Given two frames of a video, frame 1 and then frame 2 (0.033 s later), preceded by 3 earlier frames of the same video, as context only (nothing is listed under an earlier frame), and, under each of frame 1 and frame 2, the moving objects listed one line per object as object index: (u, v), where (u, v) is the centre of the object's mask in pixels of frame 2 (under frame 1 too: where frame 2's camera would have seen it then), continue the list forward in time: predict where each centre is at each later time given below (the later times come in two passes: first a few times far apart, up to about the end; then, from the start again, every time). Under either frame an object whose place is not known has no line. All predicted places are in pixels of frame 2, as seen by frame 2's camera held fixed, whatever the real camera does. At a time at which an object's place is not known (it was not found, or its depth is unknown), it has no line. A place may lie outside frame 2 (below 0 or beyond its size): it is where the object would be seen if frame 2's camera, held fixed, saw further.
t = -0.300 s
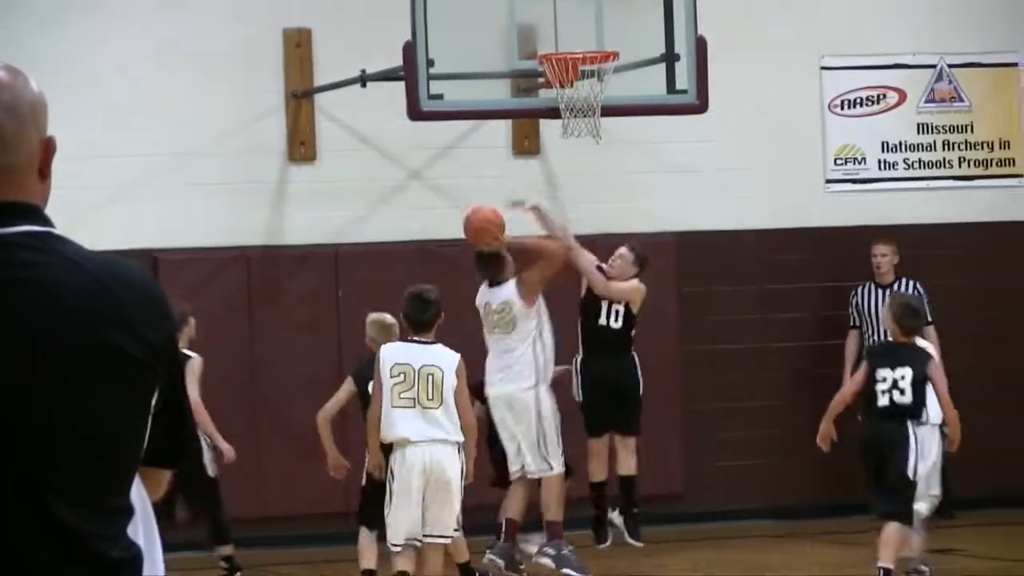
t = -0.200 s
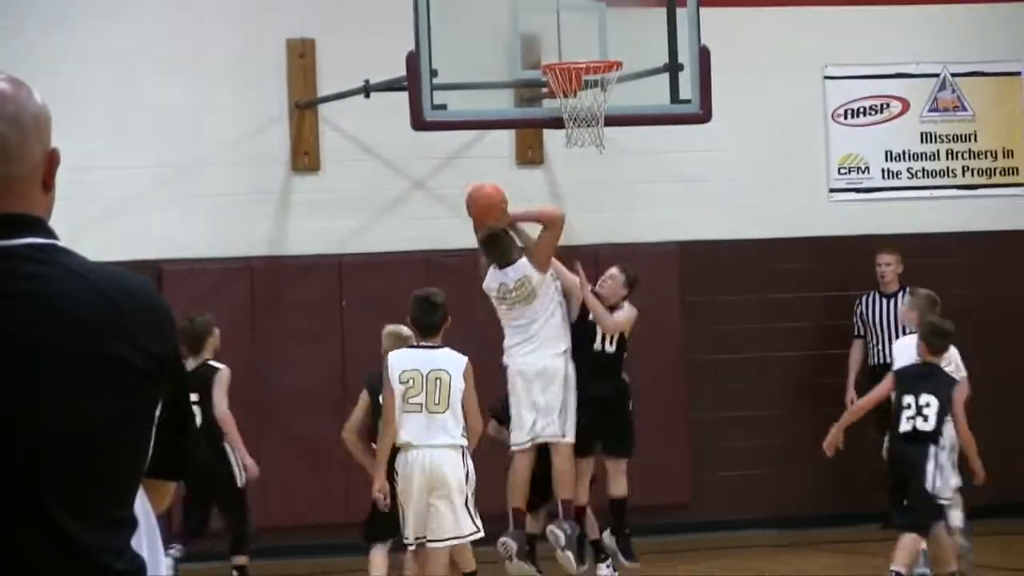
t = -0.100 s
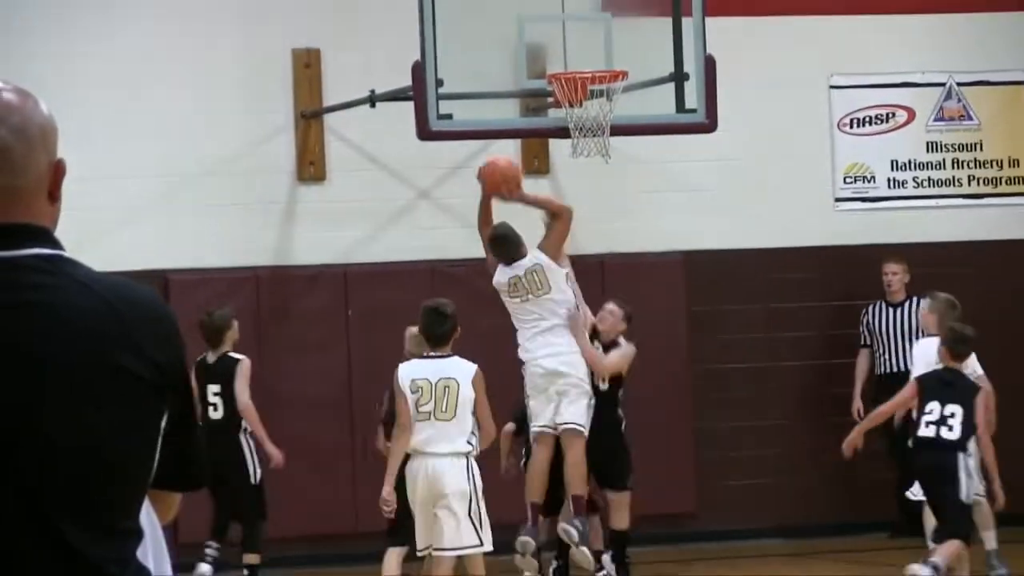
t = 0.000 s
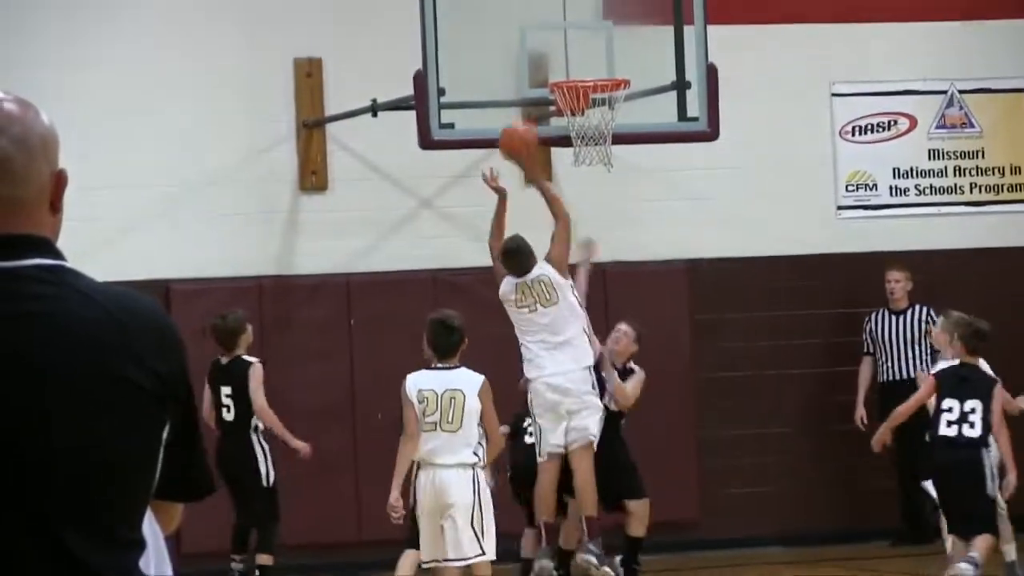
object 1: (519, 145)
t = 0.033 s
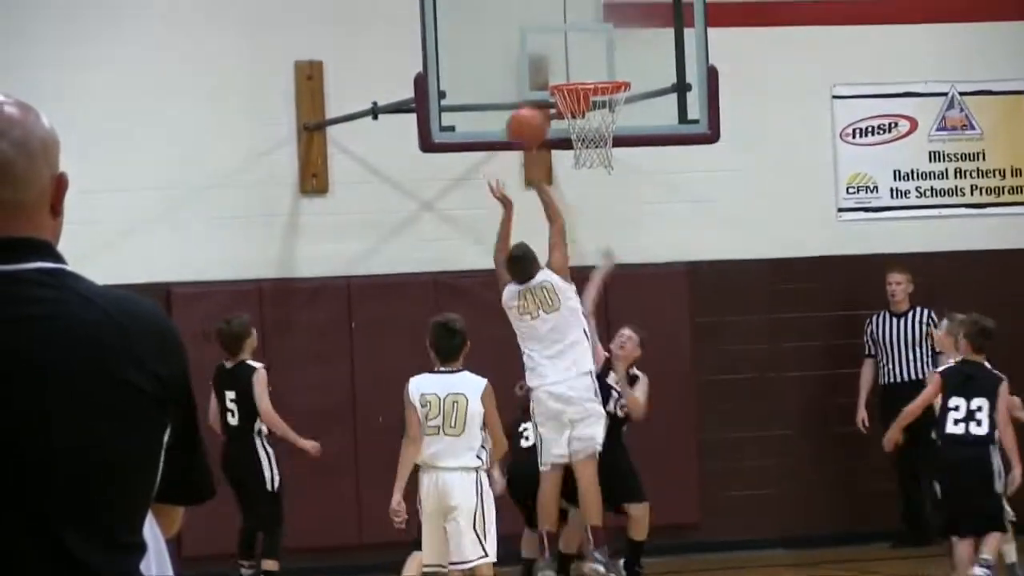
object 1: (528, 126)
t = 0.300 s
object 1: (583, 63)
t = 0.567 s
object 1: (604, 59)
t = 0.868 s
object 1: (576, 62)
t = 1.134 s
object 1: (574, 113)
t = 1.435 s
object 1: (598, 209)
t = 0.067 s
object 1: (534, 112)
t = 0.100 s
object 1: (541, 101)
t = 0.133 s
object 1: (548, 88)
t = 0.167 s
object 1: (555, 80)
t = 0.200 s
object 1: (562, 72)
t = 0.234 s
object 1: (569, 67)
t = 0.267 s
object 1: (576, 64)
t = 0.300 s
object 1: (583, 63)
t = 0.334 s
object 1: (589, 60)
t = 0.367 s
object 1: (594, 59)
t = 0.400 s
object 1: (600, 60)
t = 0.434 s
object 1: (605, 62)
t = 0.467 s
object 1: (610, 65)
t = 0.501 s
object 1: (613, 66)
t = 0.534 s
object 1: (608, 63)
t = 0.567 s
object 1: (604, 59)
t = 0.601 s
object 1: (599, 57)
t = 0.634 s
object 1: (595, 57)
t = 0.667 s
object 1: (591, 58)
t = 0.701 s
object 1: (586, 61)
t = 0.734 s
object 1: (582, 65)
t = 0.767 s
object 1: (579, 68)
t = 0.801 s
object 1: (578, 64)
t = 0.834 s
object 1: (577, 63)
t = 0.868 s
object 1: (576, 62)
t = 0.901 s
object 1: (576, 62)
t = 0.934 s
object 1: (575, 64)
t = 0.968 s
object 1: (574, 67)
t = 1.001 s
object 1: (573, 70)
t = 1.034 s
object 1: (572, 75)
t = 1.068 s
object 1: (572, 80)
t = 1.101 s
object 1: (564, 106)
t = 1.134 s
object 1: (574, 113)
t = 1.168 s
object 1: (576, 123)
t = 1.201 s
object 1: (577, 129)
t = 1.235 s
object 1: (579, 138)
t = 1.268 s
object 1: (582, 144)
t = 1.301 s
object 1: (585, 157)
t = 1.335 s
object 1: (588, 167)
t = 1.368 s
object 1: (591, 179)
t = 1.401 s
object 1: (594, 193)
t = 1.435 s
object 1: (598, 209)
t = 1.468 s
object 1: (601, 227)
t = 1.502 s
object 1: (605, 247)
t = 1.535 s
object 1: (609, 271)
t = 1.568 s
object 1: (612, 292)
